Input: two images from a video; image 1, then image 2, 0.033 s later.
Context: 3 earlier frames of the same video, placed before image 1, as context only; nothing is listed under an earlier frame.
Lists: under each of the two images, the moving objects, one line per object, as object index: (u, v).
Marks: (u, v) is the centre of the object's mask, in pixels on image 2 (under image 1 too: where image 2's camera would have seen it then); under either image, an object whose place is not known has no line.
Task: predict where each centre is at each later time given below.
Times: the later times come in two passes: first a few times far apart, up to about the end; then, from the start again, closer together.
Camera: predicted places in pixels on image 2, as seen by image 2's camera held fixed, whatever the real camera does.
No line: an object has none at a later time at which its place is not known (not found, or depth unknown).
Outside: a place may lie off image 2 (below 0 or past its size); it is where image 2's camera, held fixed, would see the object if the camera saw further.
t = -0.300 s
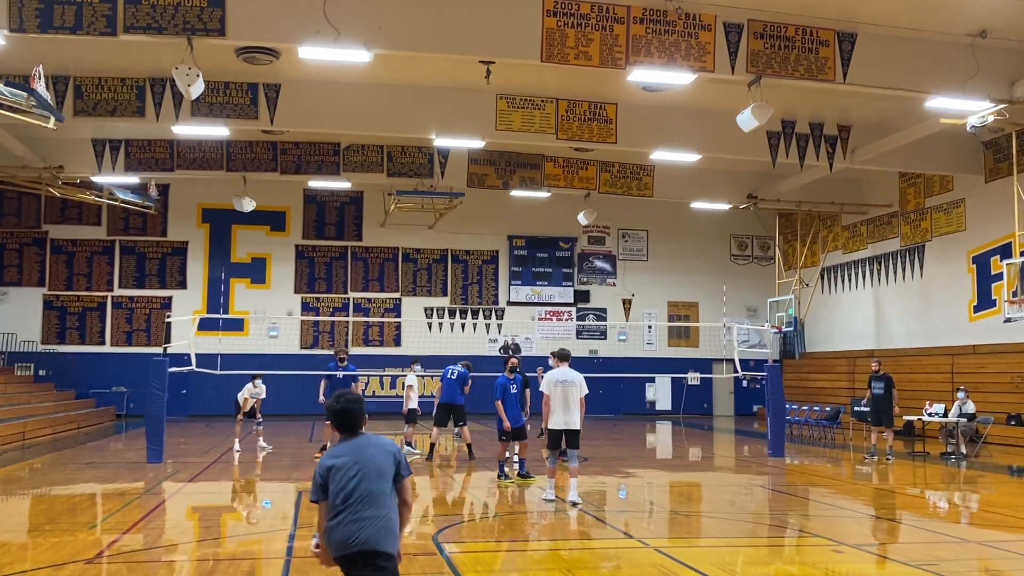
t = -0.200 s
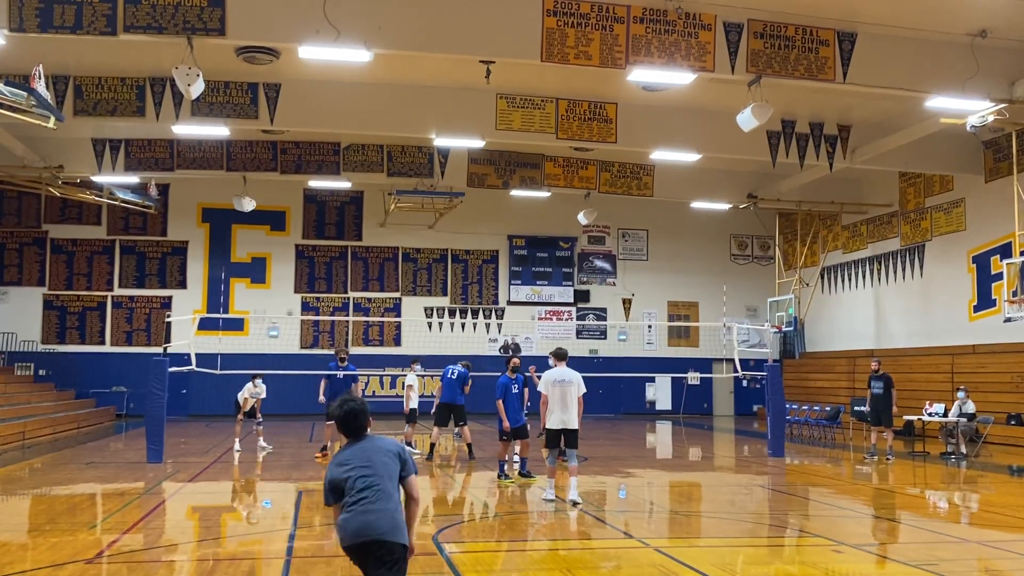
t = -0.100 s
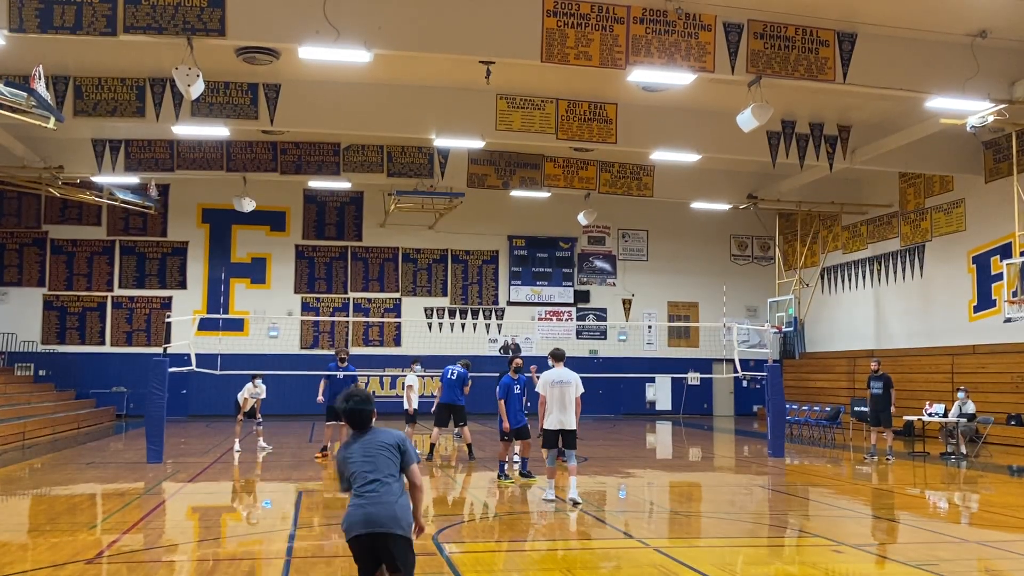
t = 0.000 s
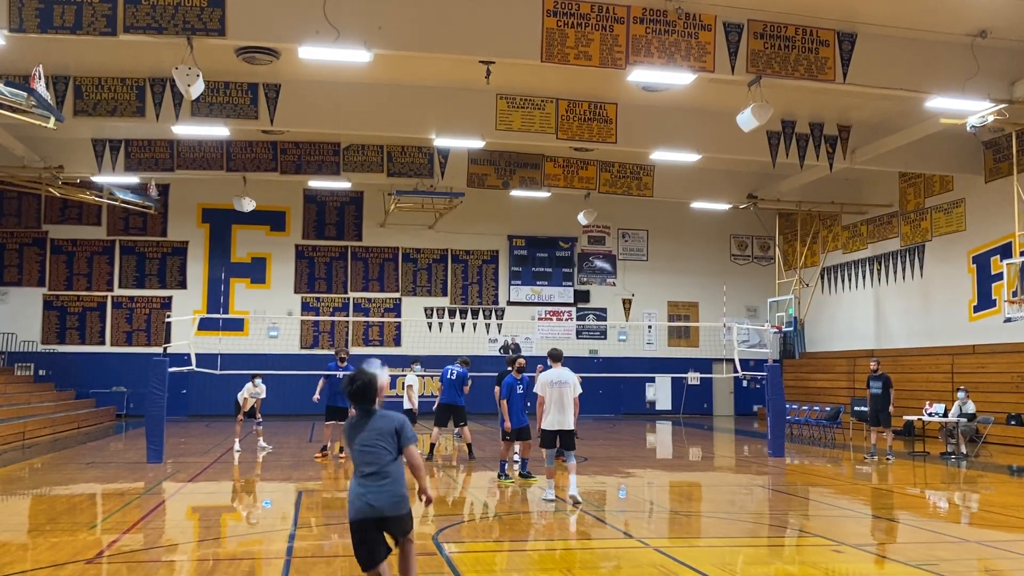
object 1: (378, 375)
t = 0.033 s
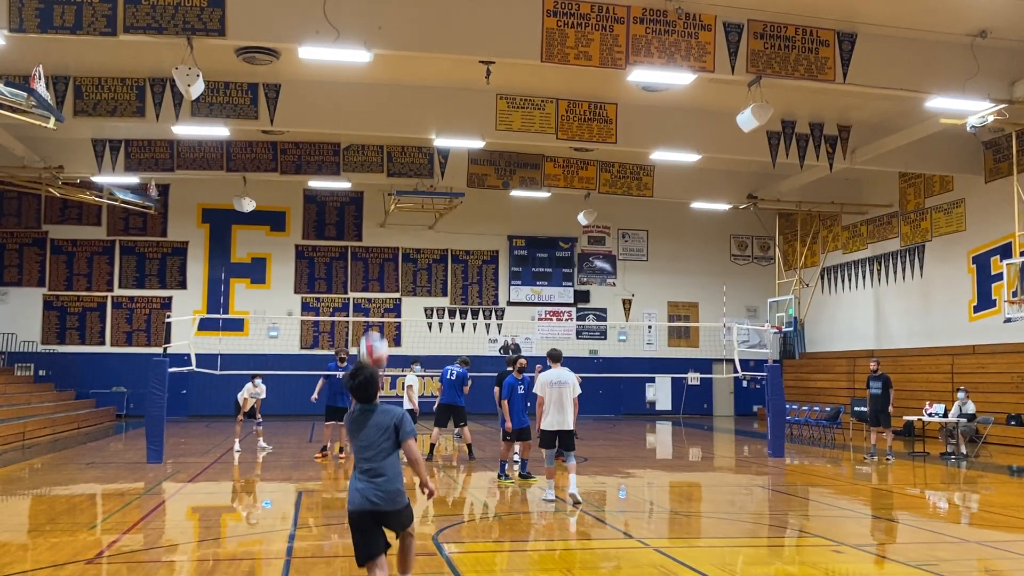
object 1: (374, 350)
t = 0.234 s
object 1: (369, 232)
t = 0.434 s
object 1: (365, 181)
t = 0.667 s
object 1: (360, 189)
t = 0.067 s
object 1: (373, 325)
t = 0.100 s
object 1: (372, 301)
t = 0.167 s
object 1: (370, 263)
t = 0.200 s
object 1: (369, 247)
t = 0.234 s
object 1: (369, 232)
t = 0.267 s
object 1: (368, 218)
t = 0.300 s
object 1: (368, 208)
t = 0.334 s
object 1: (367, 199)
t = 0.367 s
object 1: (366, 191)
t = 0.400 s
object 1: (366, 185)
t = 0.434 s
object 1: (365, 181)
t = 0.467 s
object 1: (364, 178)
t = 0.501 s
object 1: (364, 176)
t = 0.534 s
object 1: (363, 176)
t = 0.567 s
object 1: (362, 177)
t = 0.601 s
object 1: (362, 179)
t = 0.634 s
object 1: (361, 183)
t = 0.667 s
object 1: (360, 189)
